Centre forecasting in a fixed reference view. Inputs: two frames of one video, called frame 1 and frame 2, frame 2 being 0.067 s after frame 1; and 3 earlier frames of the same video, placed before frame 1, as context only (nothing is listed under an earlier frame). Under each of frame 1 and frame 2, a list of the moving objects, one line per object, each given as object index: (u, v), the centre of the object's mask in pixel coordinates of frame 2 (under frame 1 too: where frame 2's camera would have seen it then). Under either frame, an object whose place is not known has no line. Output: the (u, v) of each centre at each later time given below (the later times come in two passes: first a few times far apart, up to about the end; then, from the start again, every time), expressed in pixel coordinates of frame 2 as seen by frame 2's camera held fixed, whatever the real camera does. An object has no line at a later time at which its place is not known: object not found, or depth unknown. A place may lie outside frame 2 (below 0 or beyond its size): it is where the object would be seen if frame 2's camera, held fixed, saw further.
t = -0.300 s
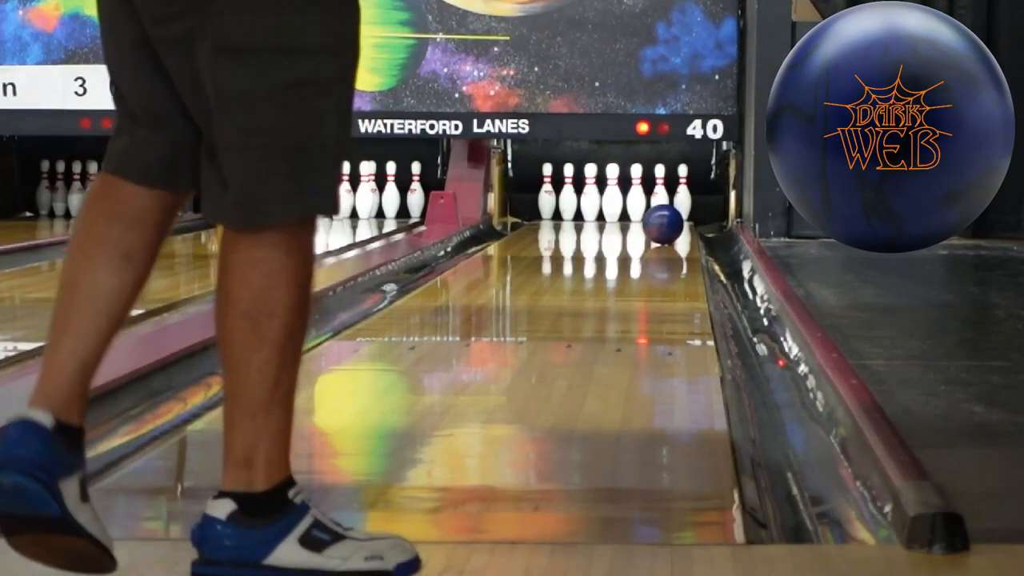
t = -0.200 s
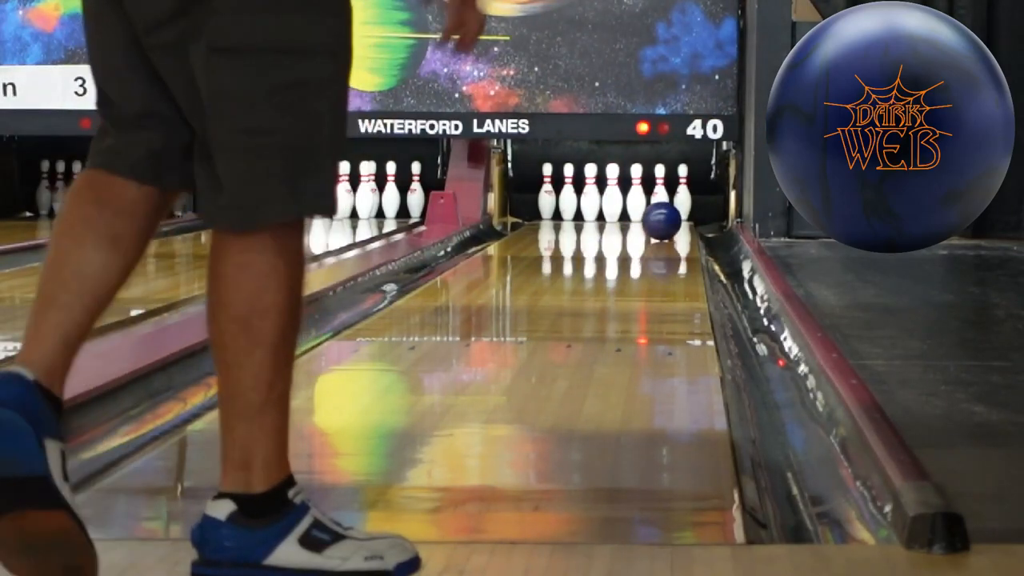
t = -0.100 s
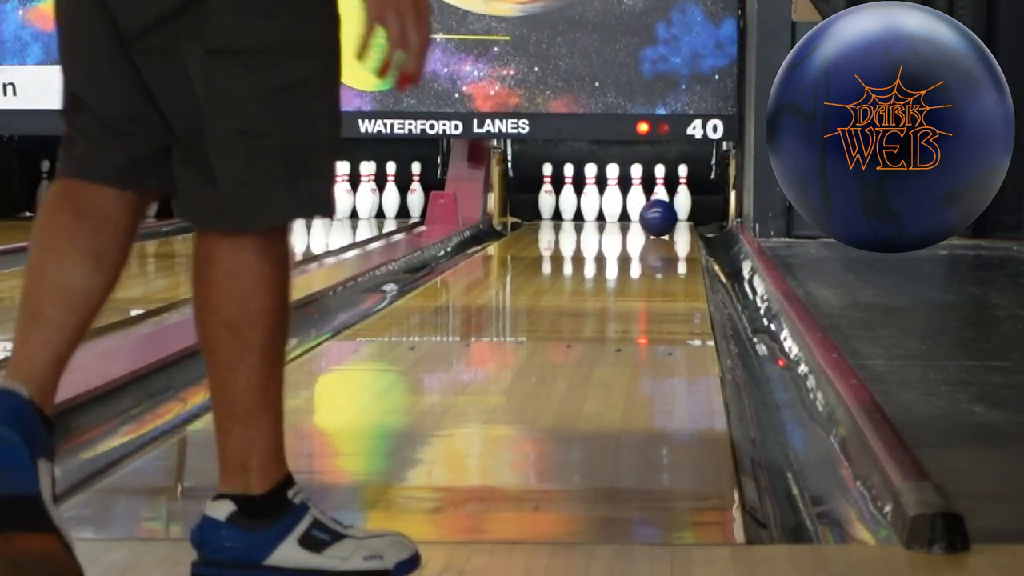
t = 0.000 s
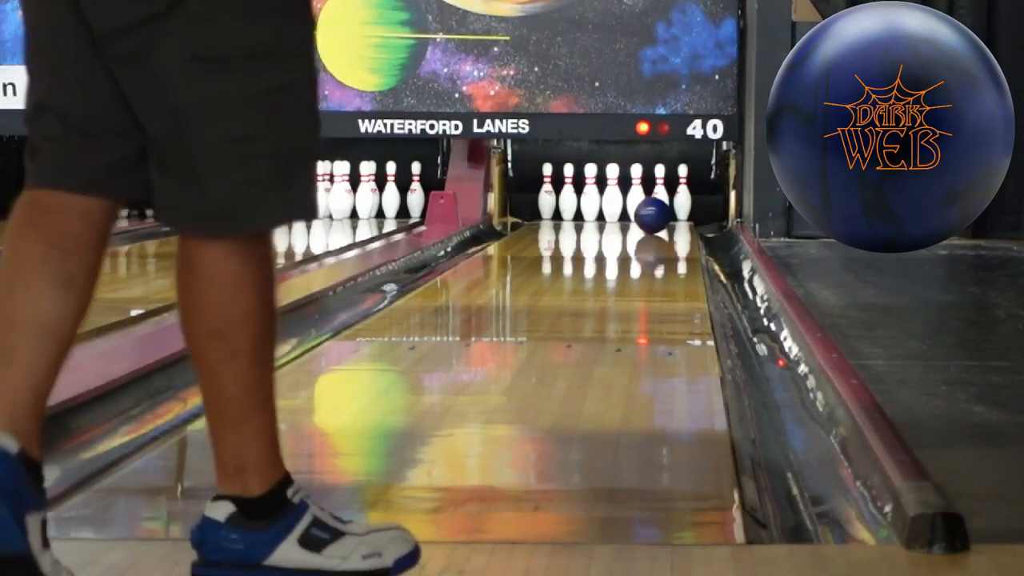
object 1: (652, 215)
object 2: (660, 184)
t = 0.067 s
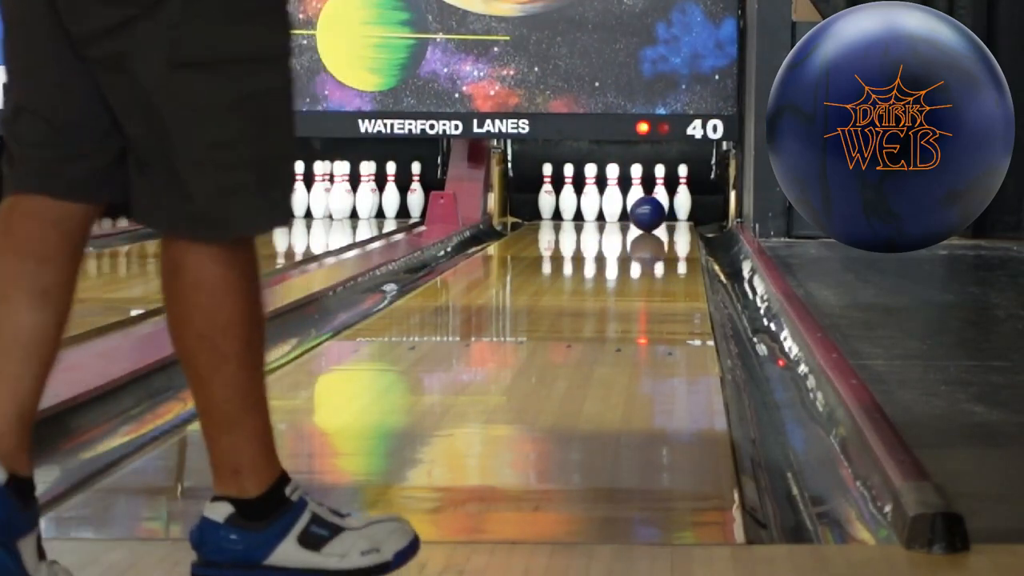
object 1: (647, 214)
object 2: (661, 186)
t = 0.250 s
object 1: (632, 210)
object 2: (659, 195)
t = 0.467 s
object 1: (619, 206)
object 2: (660, 194)
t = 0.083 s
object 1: (646, 214)
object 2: (661, 188)
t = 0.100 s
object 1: (644, 213)
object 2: (661, 189)
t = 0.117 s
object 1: (643, 213)
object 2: (661, 191)
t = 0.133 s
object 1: (641, 212)
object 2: (661, 192)
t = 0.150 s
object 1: (640, 212)
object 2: (660, 193)
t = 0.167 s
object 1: (638, 211)
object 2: (660, 193)
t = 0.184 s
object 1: (637, 211)
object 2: (660, 194)
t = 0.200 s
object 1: (636, 211)
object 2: (660, 194)
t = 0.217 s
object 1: (635, 210)
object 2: (660, 195)
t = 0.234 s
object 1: (633, 210)
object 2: (660, 195)
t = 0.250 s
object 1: (632, 210)
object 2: (659, 195)
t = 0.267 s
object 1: (630, 209)
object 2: (660, 195)
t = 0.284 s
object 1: (629, 209)
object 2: (660, 195)
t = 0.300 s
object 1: (627, 209)
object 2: (659, 195)
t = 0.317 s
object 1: (626, 208)
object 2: (659, 195)
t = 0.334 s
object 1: (625, 208)
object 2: (659, 195)
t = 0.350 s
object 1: (623, 207)
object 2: (660, 195)
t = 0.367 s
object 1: (622, 207)
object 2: (660, 195)
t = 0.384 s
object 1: (621, 207)
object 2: (659, 195)
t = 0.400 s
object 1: (620, 206)
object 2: (659, 195)
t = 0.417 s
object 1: (620, 206)
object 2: (659, 195)
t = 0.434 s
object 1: (620, 206)
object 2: (660, 195)
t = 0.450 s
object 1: (620, 206)
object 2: (659, 195)
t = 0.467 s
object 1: (619, 206)
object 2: (660, 194)
